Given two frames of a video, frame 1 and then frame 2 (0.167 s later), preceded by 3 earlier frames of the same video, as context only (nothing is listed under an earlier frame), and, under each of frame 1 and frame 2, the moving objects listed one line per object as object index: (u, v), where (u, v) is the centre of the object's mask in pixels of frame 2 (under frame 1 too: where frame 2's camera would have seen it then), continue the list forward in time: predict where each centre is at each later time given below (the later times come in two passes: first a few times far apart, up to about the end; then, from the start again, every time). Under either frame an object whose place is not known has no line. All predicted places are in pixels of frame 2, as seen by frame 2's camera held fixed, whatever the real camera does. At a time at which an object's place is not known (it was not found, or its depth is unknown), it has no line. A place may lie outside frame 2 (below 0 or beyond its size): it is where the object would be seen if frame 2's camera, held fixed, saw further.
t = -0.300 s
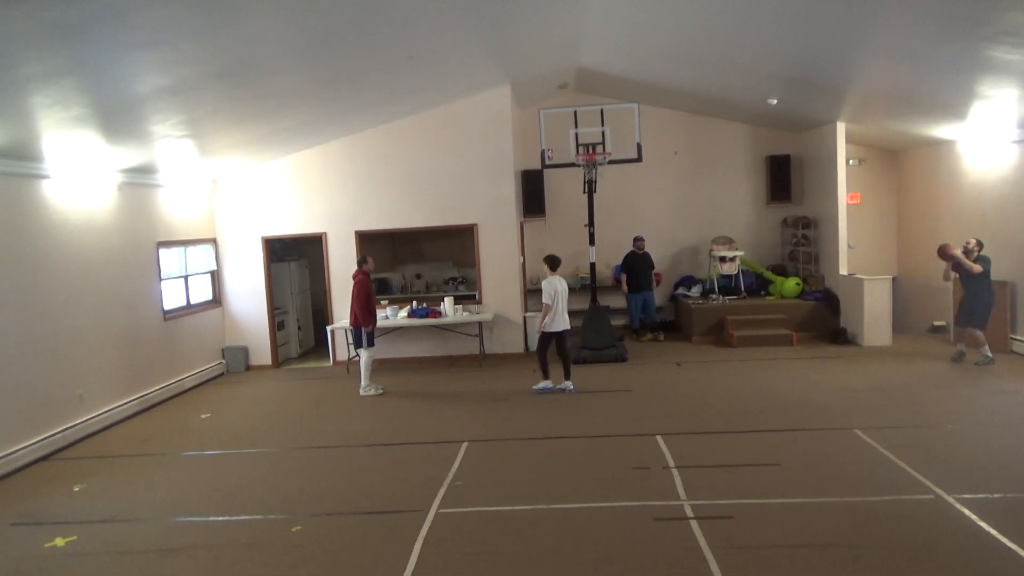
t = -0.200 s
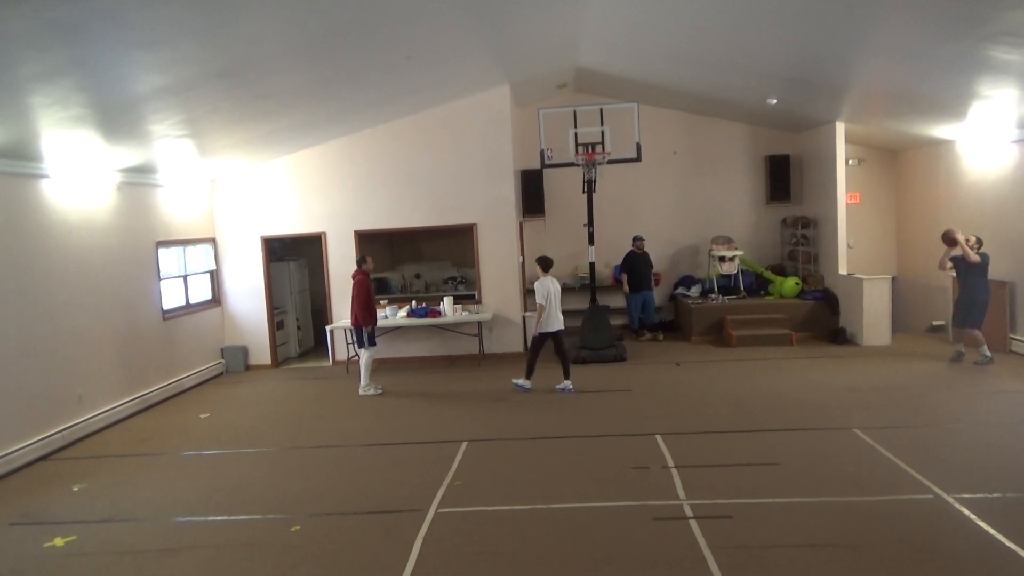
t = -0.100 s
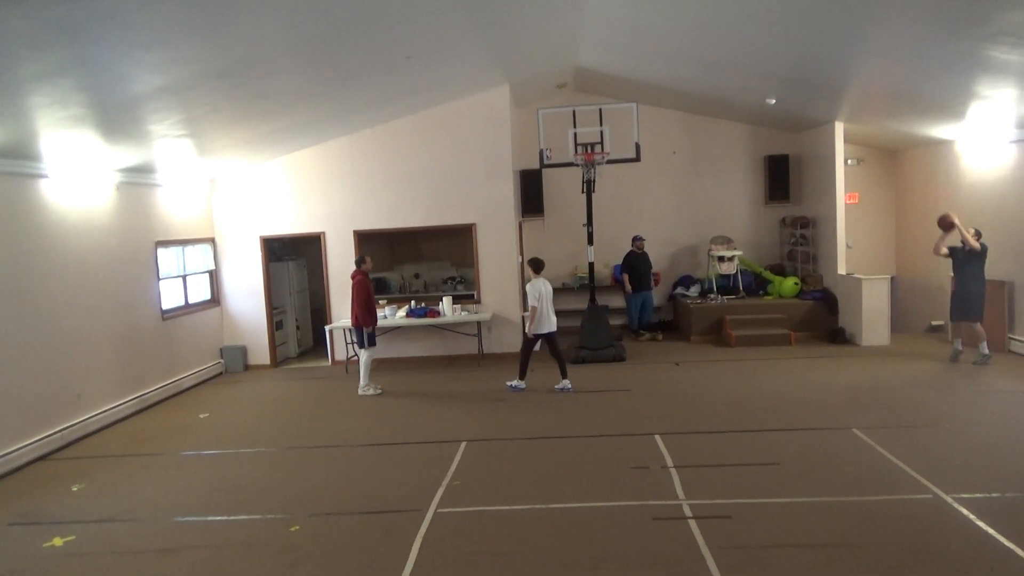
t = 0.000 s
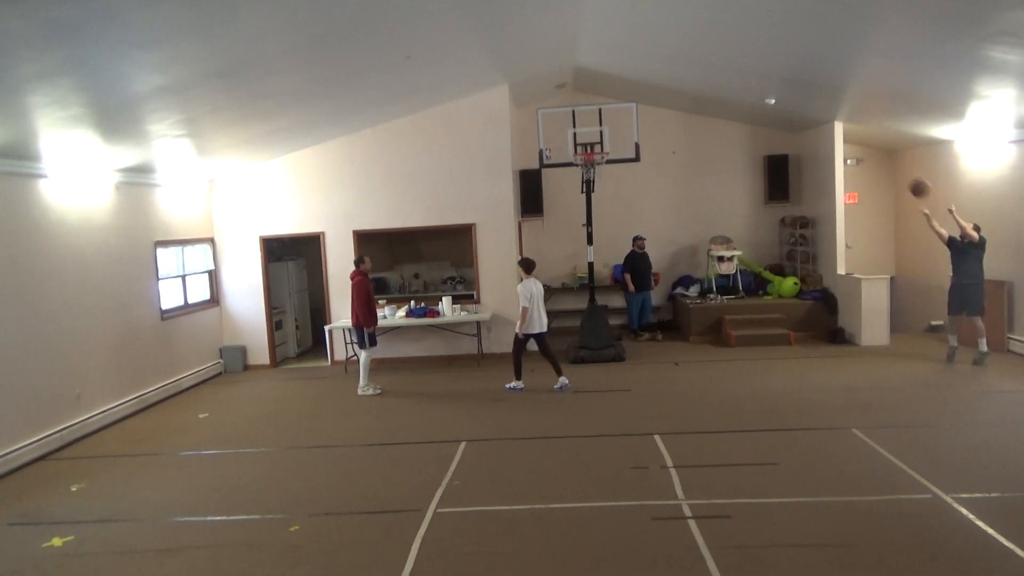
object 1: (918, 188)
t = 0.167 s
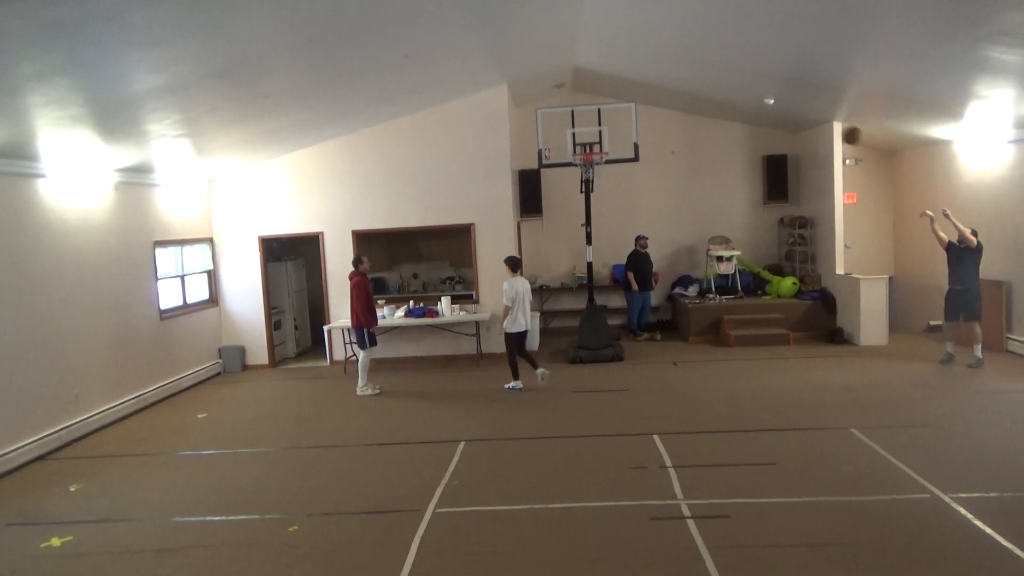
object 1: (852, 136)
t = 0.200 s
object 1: (839, 127)
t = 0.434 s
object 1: (750, 95)
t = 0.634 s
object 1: (676, 99)
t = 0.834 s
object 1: (607, 132)
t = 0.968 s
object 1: (587, 156)
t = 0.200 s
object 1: (839, 127)
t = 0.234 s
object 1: (826, 120)
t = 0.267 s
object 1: (813, 114)
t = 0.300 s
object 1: (800, 108)
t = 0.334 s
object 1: (787, 103)
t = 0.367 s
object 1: (775, 100)
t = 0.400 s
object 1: (761, 97)
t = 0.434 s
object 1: (750, 95)
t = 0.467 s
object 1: (737, 93)
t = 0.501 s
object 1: (725, 93)
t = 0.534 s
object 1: (713, 93)
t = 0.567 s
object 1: (701, 94)
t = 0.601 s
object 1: (688, 96)
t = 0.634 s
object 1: (676, 99)
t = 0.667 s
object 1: (664, 103)
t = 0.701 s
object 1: (652, 107)
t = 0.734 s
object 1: (641, 112)
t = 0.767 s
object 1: (629, 119)
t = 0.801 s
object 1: (617, 125)
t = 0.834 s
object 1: (607, 132)
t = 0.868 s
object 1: (595, 141)
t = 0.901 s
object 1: (585, 149)
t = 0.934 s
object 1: (585, 154)
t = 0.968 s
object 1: (587, 156)
